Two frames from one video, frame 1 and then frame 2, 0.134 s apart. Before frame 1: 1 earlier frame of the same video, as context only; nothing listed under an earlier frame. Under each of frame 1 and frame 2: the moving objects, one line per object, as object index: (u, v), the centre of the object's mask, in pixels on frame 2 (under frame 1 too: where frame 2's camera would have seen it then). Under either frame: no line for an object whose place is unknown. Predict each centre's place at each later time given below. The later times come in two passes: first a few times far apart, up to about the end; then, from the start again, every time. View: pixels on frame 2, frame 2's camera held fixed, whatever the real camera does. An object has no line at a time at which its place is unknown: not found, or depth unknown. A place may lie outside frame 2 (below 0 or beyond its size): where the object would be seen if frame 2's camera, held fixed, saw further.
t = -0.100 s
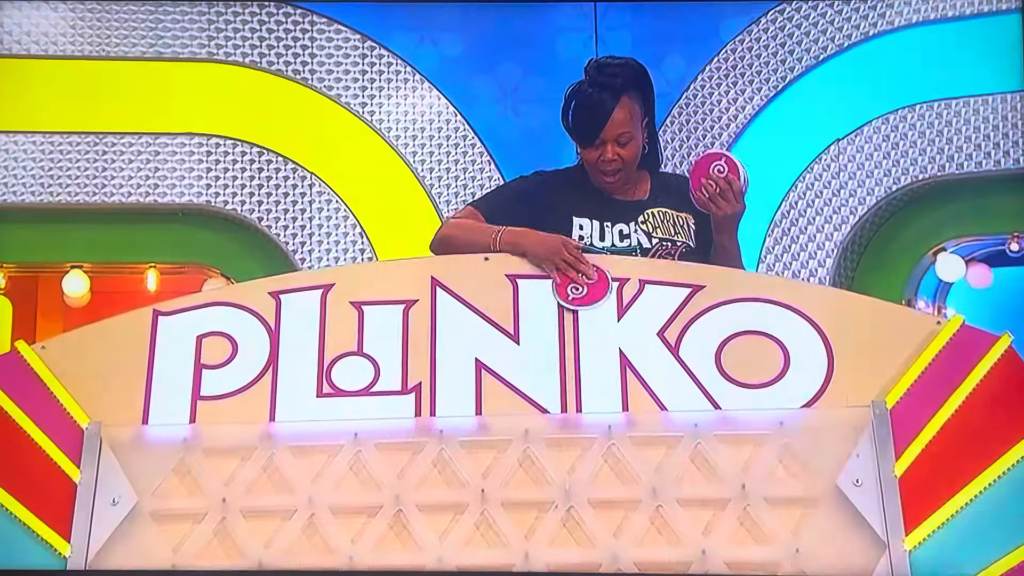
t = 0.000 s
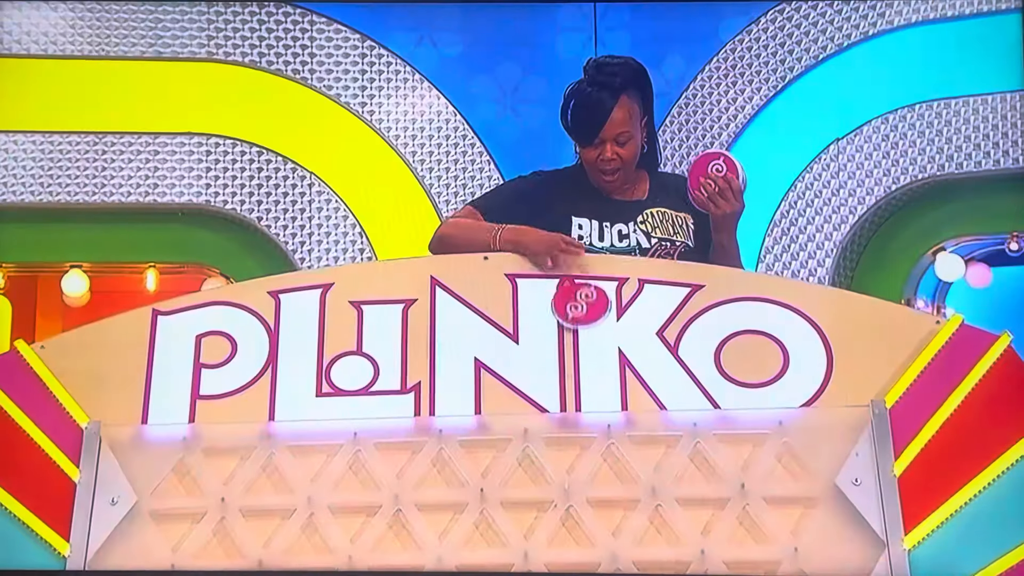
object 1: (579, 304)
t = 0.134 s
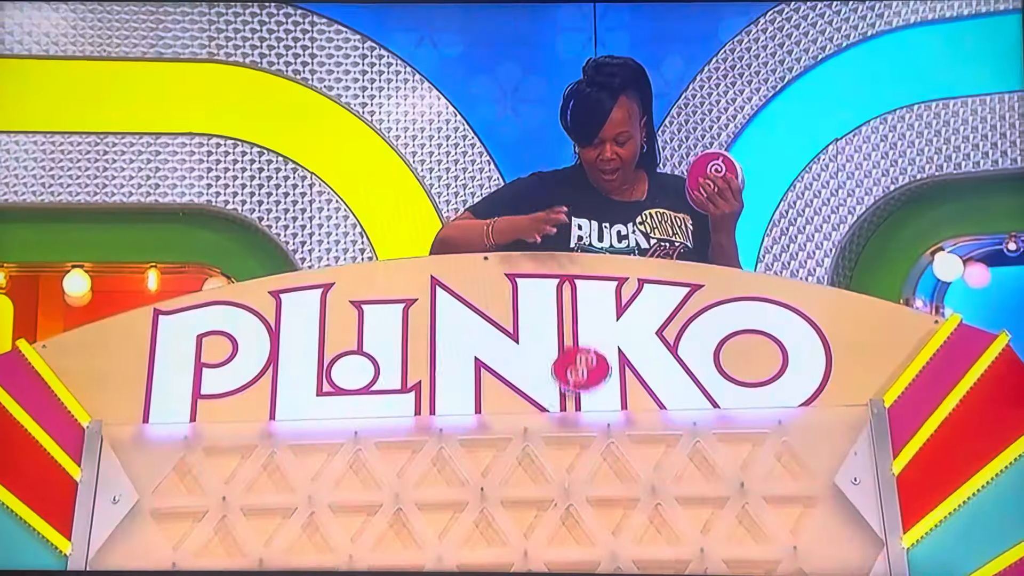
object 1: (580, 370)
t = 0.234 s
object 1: (566, 430)
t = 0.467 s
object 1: (565, 421)
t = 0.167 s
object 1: (581, 393)
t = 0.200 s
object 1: (574, 422)
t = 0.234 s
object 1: (566, 430)
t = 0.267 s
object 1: (567, 427)
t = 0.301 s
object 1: (558, 421)
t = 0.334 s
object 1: (565, 417)
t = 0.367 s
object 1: (572, 417)
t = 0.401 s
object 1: (577, 418)
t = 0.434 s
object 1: (572, 418)
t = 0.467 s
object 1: (565, 421)
